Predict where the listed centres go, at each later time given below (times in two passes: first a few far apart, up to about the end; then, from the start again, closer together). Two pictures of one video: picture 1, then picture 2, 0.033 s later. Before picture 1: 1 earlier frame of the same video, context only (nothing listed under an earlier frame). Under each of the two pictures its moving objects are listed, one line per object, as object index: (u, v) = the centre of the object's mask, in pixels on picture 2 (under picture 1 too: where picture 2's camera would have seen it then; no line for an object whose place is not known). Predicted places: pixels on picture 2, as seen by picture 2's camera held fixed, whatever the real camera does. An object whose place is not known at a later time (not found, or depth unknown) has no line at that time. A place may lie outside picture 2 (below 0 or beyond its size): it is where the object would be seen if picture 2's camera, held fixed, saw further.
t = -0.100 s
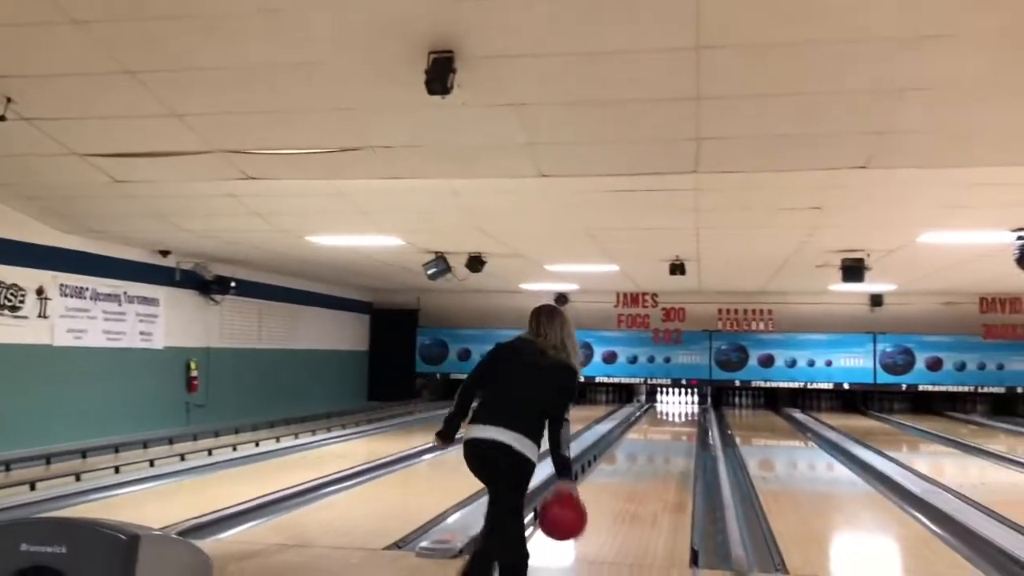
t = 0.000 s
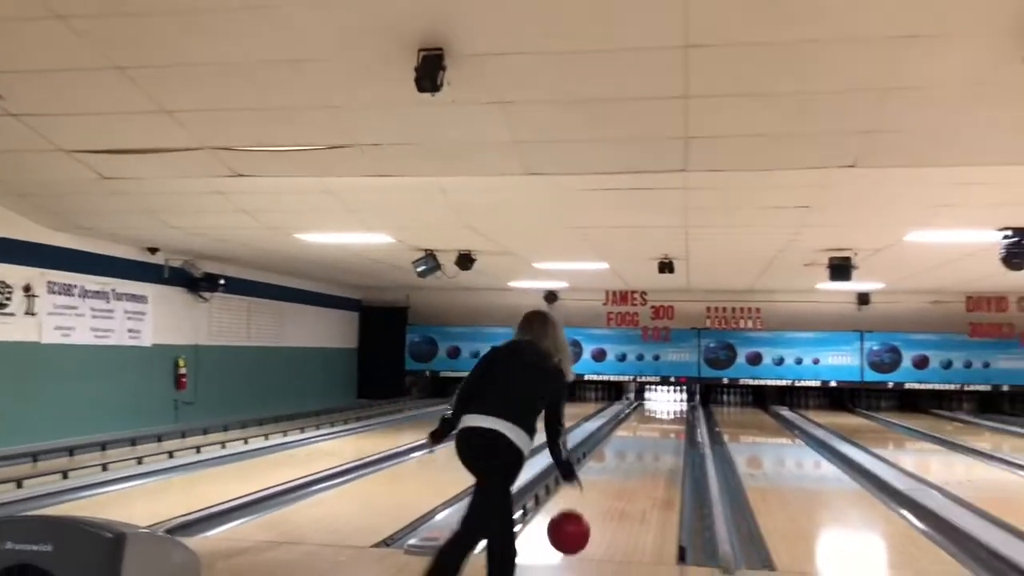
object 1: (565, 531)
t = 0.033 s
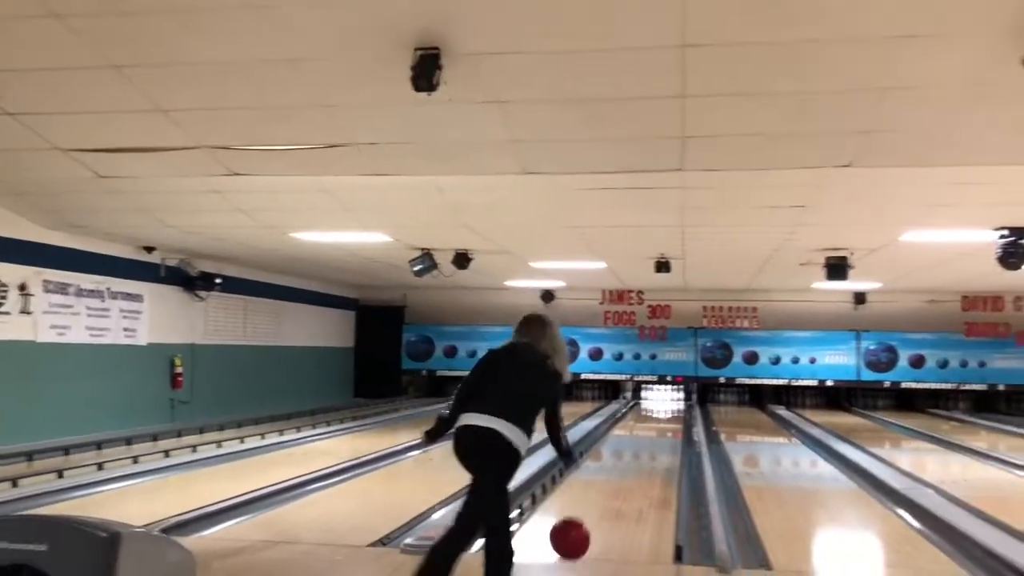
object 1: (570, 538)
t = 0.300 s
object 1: (595, 506)
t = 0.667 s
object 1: (611, 466)
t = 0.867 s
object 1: (617, 453)
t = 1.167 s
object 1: (624, 438)
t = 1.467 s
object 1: (629, 427)
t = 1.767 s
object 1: (633, 419)
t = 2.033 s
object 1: (636, 413)
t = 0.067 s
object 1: (574, 546)
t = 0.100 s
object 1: (578, 537)
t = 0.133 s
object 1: (581, 529)
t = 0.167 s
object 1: (584, 522)
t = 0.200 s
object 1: (587, 518)
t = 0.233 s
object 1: (590, 516)
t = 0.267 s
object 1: (593, 511)
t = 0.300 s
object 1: (595, 506)
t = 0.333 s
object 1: (597, 501)
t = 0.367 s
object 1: (599, 496)
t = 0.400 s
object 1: (601, 492)
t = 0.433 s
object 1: (602, 488)
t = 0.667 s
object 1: (611, 466)
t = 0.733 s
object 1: (613, 462)
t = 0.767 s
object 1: (615, 459)
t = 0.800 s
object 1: (615, 457)
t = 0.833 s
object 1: (616, 455)
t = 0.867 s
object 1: (617, 453)
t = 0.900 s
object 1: (618, 451)
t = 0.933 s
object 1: (619, 449)
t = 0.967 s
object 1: (620, 447)
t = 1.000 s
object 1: (620, 446)
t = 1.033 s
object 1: (621, 444)
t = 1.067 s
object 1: (622, 442)
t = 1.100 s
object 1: (623, 441)
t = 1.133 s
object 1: (623, 439)
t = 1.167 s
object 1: (624, 438)
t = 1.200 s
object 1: (625, 437)
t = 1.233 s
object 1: (625, 436)
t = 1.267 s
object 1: (626, 434)
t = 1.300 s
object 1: (626, 433)
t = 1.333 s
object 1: (627, 431)
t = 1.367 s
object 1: (628, 431)
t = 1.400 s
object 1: (628, 429)
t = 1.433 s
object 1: (629, 429)
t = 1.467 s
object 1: (629, 427)
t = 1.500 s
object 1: (630, 426)
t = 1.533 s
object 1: (631, 425)
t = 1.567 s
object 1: (631, 425)
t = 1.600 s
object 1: (631, 423)
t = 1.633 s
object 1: (632, 423)
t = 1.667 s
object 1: (632, 422)
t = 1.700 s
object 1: (632, 421)
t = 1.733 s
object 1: (632, 420)
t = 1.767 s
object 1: (633, 419)
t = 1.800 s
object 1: (633, 418)
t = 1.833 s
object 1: (634, 417)
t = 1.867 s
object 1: (635, 416)
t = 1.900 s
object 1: (635, 416)
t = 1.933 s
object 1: (635, 415)
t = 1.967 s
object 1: (636, 414)
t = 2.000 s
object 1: (636, 414)
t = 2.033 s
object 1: (636, 413)
